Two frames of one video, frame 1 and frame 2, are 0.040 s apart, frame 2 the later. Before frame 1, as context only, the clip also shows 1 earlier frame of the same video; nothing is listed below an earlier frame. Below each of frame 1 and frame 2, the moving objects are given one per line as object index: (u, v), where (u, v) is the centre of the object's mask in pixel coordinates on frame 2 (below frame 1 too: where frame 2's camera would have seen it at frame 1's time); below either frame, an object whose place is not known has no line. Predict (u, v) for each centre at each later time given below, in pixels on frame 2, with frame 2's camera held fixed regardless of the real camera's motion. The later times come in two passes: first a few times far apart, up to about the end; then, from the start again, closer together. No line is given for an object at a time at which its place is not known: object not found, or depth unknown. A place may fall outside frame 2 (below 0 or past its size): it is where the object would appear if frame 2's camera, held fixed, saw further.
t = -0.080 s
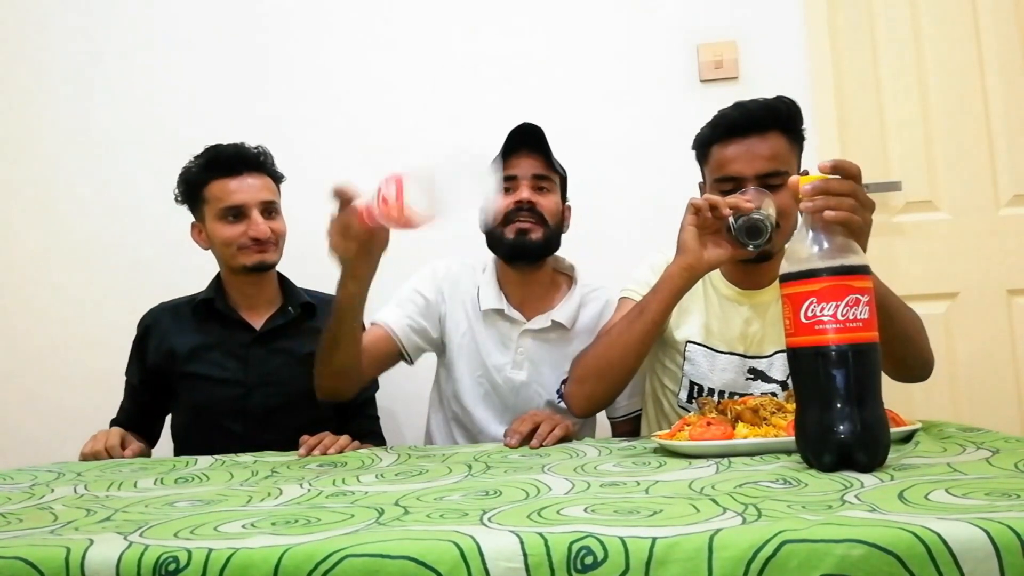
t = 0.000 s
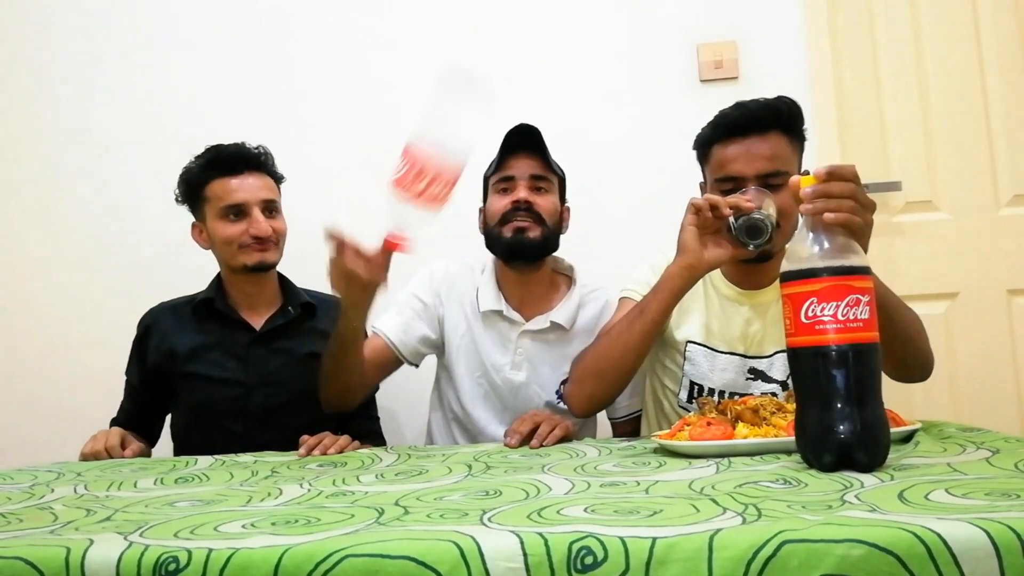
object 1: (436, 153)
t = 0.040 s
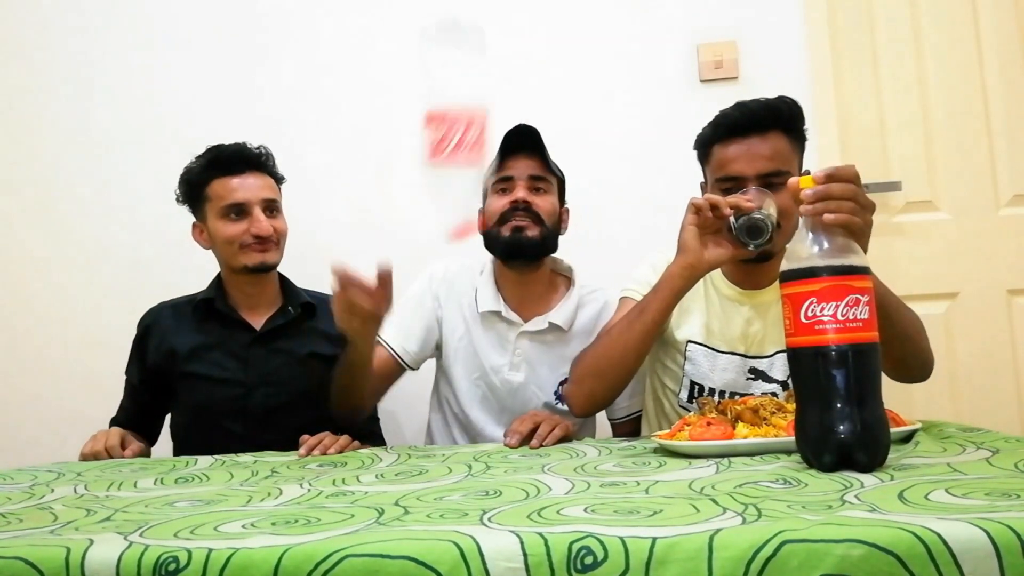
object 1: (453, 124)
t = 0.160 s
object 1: (489, 79)
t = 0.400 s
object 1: (473, 354)
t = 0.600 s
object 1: (449, 380)
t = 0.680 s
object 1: (447, 381)
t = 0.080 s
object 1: (469, 110)
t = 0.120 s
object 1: (479, 91)
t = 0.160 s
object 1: (489, 79)
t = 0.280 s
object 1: (487, 139)
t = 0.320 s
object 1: (485, 187)
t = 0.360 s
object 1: (479, 264)
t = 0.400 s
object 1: (473, 354)
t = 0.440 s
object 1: (464, 383)
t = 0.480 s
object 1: (456, 380)
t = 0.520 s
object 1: (452, 379)
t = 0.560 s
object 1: (450, 379)
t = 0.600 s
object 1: (449, 380)
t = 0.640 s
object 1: (447, 381)
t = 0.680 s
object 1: (447, 381)
